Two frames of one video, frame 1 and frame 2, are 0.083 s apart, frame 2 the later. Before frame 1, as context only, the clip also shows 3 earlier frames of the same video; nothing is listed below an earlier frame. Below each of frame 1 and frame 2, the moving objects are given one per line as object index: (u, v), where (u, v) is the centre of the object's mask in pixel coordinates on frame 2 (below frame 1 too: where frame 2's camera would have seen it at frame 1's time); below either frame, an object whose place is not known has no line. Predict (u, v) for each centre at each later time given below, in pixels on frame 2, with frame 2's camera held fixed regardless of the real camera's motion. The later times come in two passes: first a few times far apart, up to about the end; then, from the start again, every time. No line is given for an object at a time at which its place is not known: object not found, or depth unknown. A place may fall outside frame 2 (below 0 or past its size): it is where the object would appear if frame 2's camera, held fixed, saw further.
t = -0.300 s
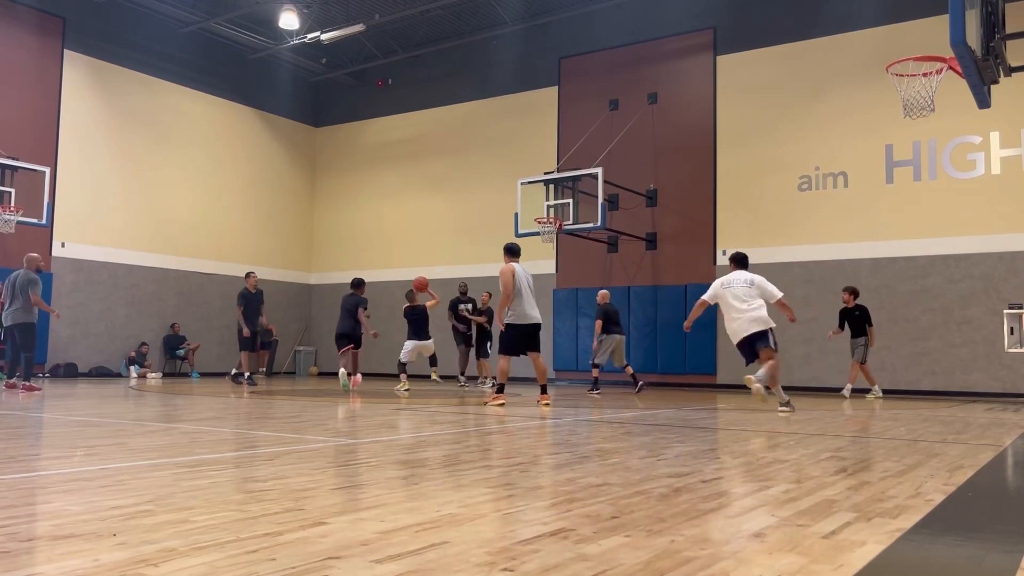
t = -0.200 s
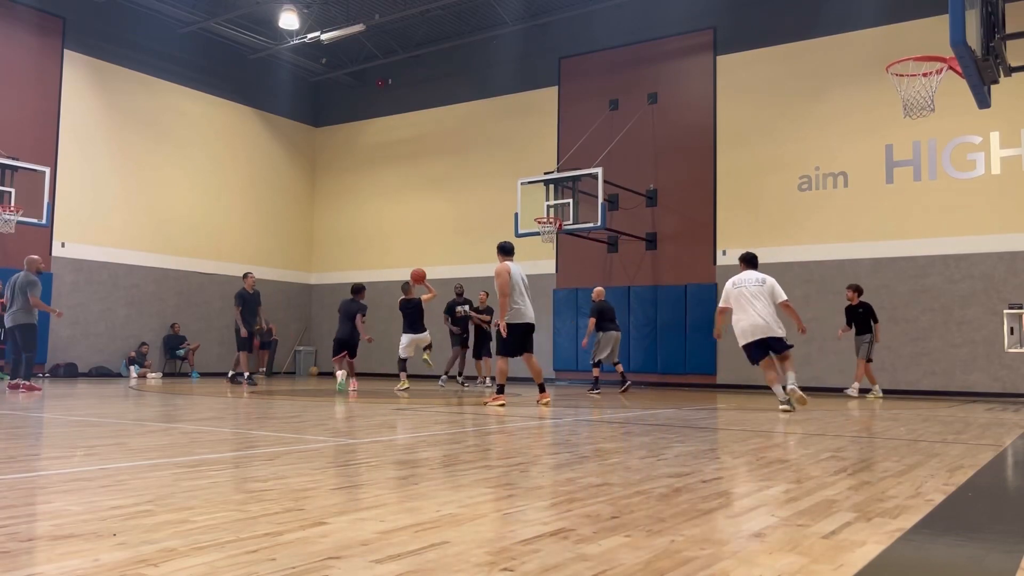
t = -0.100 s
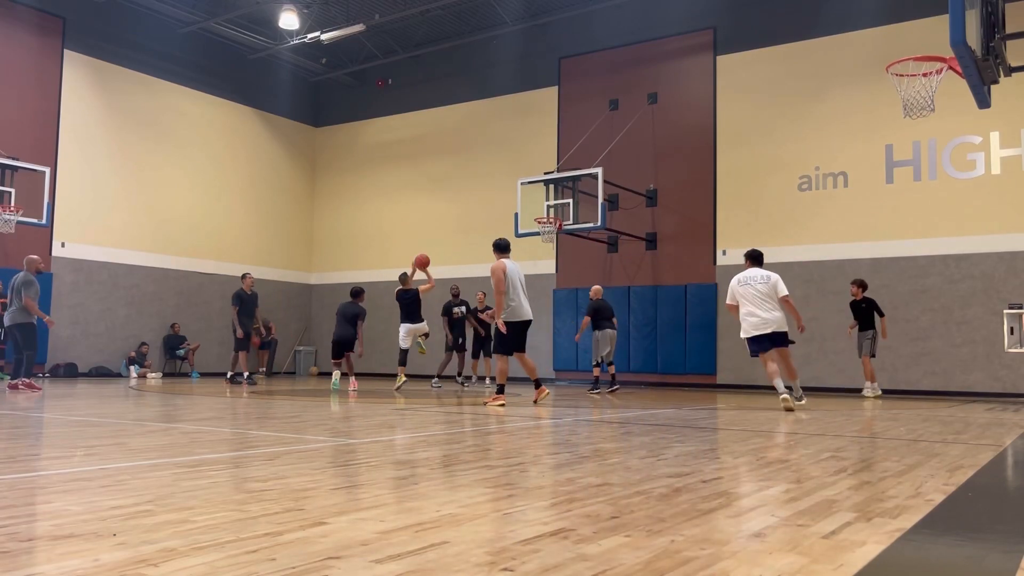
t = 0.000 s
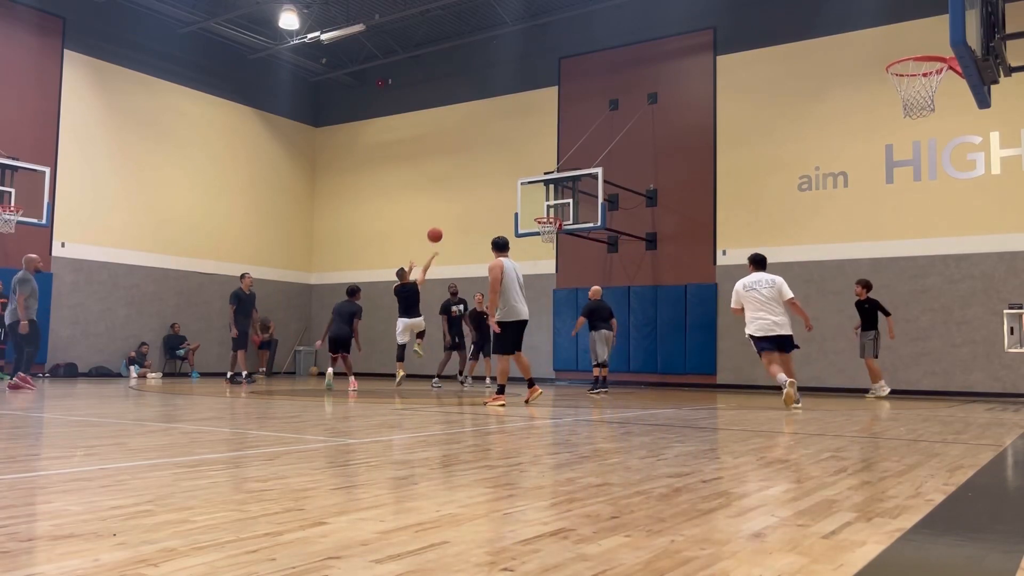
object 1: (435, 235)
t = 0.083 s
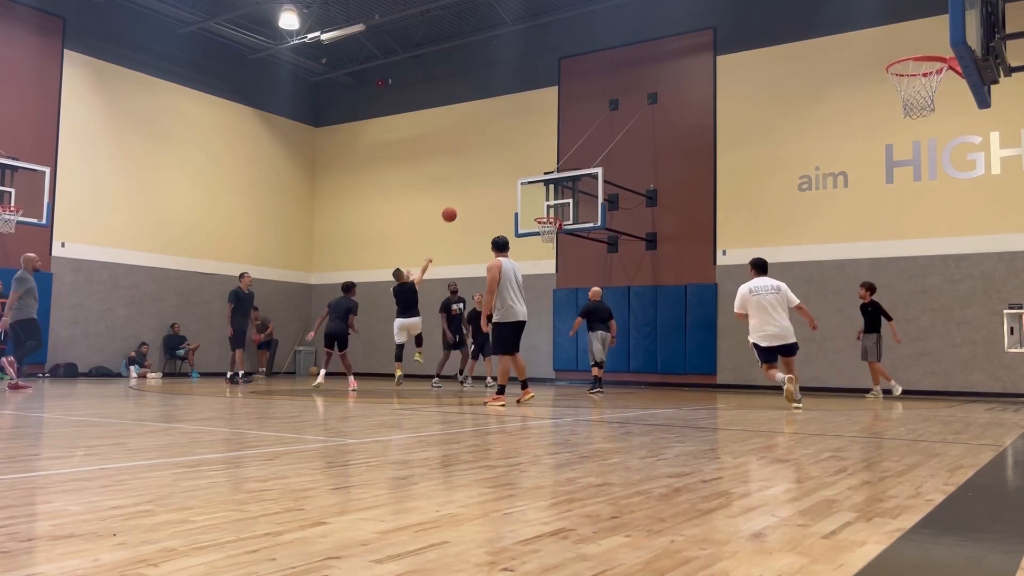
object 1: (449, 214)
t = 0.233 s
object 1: (473, 190)
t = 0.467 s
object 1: (507, 180)
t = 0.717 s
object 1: (539, 202)
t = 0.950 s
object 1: (548, 198)
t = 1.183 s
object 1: (544, 188)
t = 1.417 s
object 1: (540, 210)
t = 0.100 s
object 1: (452, 211)
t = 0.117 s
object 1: (455, 208)
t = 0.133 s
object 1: (457, 205)
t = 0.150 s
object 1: (460, 202)
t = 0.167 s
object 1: (463, 199)
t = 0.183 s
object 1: (465, 197)
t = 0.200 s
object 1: (468, 194)
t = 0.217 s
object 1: (470, 192)
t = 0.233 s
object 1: (473, 190)
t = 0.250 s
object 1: (475, 188)
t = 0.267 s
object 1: (478, 186)
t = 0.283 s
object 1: (481, 185)
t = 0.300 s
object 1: (483, 184)
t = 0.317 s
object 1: (485, 183)
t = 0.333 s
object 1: (488, 182)
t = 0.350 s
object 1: (490, 181)
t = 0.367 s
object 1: (493, 180)
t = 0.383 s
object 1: (495, 180)
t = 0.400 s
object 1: (498, 179)
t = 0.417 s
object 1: (500, 179)
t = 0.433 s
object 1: (502, 179)
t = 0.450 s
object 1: (504, 179)
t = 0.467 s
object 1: (507, 180)
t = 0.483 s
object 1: (509, 180)
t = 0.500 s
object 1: (511, 181)
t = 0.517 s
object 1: (513, 181)
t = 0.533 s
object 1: (516, 182)
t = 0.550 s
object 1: (518, 183)
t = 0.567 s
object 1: (520, 185)
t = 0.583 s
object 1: (522, 186)
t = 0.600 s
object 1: (524, 187)
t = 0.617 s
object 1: (526, 189)
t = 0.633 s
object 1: (529, 191)
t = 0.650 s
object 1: (531, 193)
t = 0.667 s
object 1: (533, 194)
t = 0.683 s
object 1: (535, 197)
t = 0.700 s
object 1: (537, 199)
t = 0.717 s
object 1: (539, 202)
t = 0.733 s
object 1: (540, 204)
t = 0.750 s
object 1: (542, 207)
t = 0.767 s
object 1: (545, 210)
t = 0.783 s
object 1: (547, 212)
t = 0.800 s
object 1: (549, 213)
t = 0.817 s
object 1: (549, 213)
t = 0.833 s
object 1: (549, 212)
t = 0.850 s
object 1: (549, 211)
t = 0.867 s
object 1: (548, 208)
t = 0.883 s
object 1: (548, 206)
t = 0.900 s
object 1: (548, 204)
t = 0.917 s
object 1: (548, 202)
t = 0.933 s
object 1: (548, 200)
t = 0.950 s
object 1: (548, 198)
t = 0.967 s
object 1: (547, 196)
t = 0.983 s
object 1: (547, 195)
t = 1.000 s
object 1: (547, 194)
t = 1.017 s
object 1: (547, 192)
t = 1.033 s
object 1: (547, 191)
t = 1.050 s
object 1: (546, 190)
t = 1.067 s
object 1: (546, 190)
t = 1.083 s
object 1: (546, 189)
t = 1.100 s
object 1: (545, 189)
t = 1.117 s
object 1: (545, 188)
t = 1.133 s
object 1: (545, 188)
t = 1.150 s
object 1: (545, 188)
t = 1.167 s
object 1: (545, 188)
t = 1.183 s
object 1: (544, 188)
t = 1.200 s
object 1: (544, 189)
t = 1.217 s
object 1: (543, 189)
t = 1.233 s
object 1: (543, 190)
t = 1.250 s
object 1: (543, 191)
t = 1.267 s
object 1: (542, 192)
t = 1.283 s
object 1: (542, 193)
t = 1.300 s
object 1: (542, 195)
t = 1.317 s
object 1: (542, 196)
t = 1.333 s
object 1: (541, 198)
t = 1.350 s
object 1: (541, 200)
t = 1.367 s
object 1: (540, 202)
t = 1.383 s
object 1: (540, 205)
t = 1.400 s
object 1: (540, 207)
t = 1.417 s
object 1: (540, 210)
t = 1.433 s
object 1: (539, 213)
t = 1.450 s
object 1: (539, 216)
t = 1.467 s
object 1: (539, 219)
